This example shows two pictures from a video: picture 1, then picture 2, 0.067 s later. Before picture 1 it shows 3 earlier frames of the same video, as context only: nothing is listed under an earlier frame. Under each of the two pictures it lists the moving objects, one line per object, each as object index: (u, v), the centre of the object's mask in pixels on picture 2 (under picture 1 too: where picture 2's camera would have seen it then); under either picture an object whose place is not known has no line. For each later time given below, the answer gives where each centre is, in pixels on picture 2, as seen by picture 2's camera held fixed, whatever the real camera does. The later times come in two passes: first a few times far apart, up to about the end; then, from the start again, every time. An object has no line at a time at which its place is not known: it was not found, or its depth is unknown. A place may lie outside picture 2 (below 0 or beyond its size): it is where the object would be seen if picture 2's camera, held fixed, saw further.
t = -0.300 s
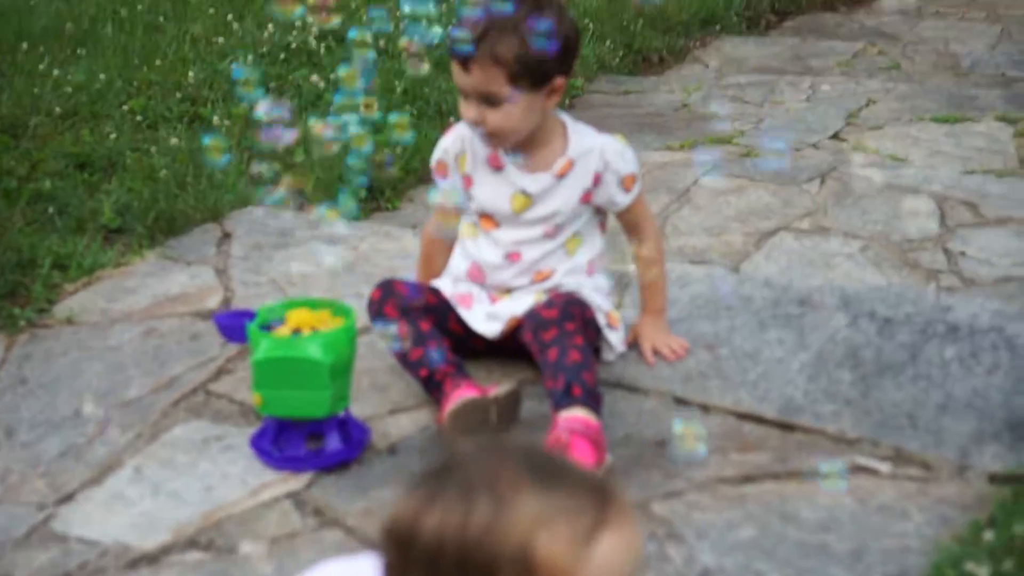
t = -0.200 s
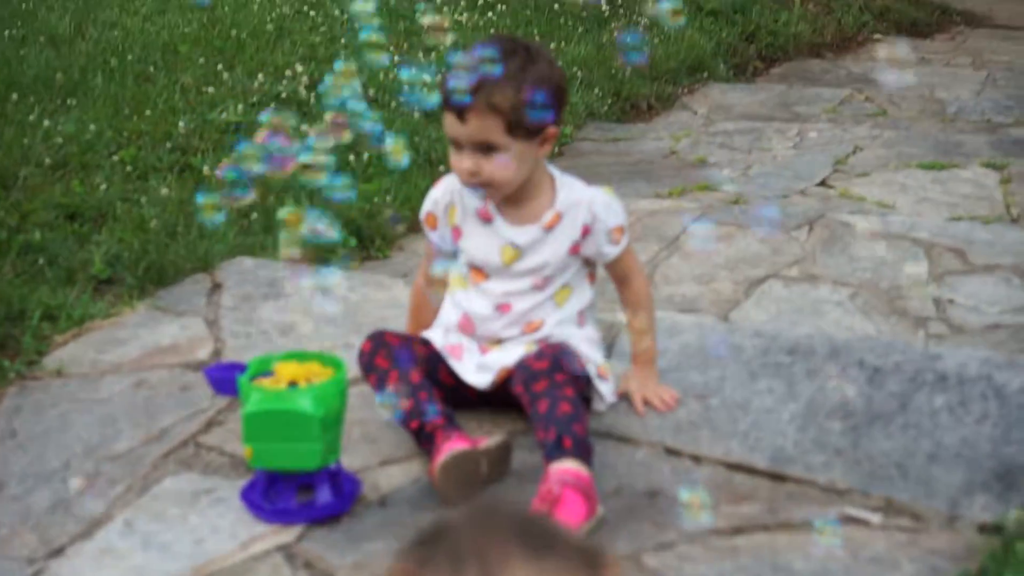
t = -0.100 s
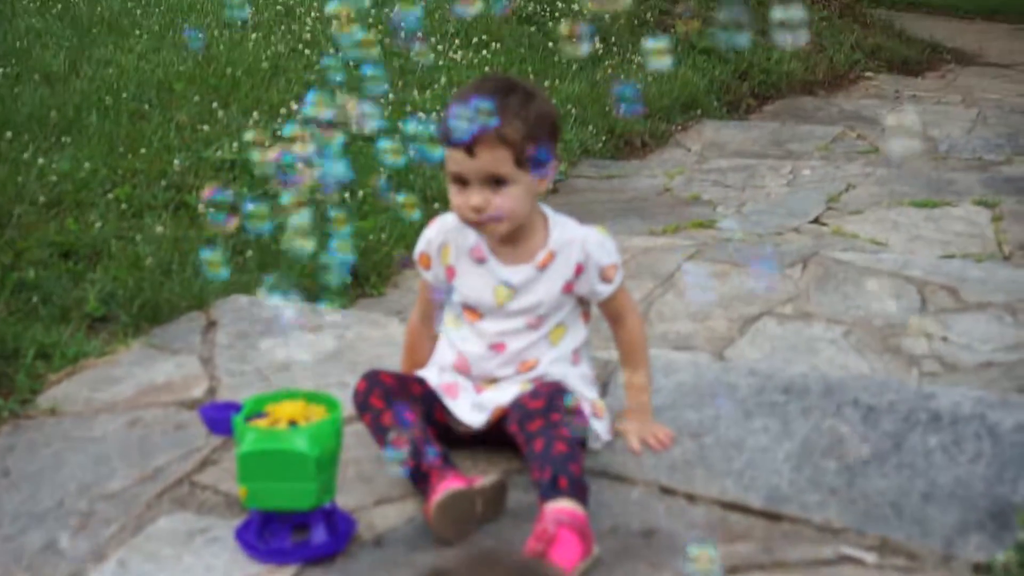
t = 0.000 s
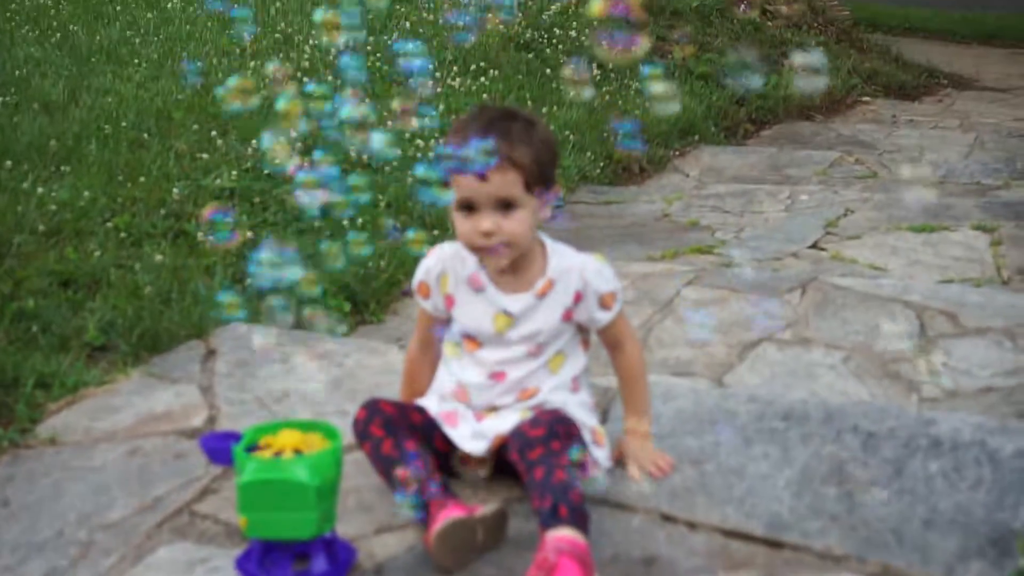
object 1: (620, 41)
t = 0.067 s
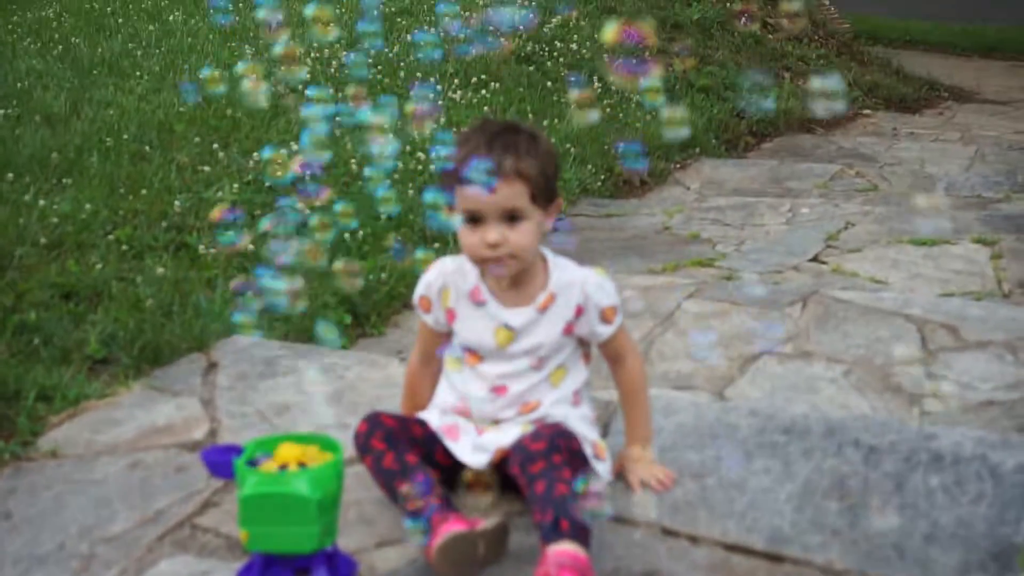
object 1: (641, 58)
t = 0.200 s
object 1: (665, 77)
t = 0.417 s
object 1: (708, 116)
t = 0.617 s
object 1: (751, 132)
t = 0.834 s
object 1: (802, 185)
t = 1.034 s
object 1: (841, 222)
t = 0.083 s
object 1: (644, 60)
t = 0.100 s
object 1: (647, 63)
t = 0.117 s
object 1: (649, 64)
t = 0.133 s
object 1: (652, 67)
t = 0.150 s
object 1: (656, 69)
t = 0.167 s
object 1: (659, 71)
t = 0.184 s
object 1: (662, 75)
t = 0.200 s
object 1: (665, 77)
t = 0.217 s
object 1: (668, 80)
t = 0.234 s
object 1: (671, 83)
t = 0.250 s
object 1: (673, 86)
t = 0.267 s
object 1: (676, 88)
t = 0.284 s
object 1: (679, 93)
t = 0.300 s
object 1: (681, 95)
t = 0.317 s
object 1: (684, 91)
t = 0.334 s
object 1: (687, 93)
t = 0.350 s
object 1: (690, 95)
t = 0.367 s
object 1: (693, 103)
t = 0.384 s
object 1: (702, 110)
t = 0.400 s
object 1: (706, 113)
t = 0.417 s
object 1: (708, 116)
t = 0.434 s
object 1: (711, 118)
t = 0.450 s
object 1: (715, 122)
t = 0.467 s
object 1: (719, 123)
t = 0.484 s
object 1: (723, 124)
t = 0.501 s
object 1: (727, 126)
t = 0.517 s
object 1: (731, 126)
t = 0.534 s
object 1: (734, 127)
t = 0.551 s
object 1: (737, 129)
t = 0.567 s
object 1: (742, 130)
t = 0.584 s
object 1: (746, 131)
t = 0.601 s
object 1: (747, 132)
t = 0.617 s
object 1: (751, 132)
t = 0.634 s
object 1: (755, 132)
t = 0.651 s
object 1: (760, 132)
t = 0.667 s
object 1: (763, 134)
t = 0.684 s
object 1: (768, 139)
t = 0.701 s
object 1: (772, 143)
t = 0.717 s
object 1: (776, 145)
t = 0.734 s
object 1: (779, 148)
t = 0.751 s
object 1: (781, 152)
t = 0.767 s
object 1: (789, 170)
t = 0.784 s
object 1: (793, 171)
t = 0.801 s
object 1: (796, 177)
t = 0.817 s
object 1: (800, 182)
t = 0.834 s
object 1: (802, 185)
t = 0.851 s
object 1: (806, 187)
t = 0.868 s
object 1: (808, 190)
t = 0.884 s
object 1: (812, 194)
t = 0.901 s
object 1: (816, 200)
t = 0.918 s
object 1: (818, 201)
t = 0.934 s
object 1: (822, 203)
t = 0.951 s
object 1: (824, 206)
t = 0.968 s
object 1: (831, 210)
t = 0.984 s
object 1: (832, 212)
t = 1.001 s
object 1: (835, 215)
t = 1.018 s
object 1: (839, 218)
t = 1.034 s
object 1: (841, 222)
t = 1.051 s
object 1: (845, 223)
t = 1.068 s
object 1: (847, 224)
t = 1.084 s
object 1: (850, 226)
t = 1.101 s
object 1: (851, 229)
